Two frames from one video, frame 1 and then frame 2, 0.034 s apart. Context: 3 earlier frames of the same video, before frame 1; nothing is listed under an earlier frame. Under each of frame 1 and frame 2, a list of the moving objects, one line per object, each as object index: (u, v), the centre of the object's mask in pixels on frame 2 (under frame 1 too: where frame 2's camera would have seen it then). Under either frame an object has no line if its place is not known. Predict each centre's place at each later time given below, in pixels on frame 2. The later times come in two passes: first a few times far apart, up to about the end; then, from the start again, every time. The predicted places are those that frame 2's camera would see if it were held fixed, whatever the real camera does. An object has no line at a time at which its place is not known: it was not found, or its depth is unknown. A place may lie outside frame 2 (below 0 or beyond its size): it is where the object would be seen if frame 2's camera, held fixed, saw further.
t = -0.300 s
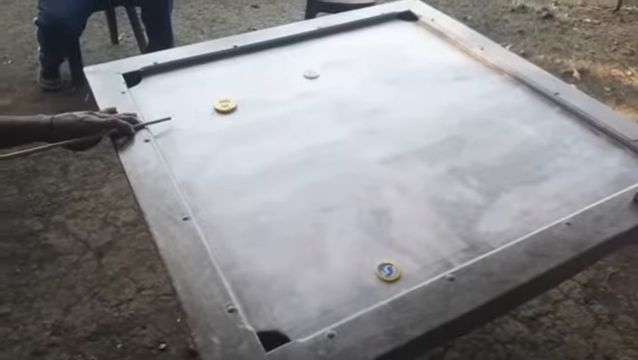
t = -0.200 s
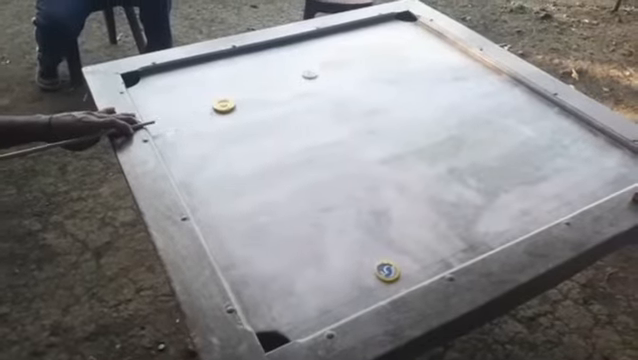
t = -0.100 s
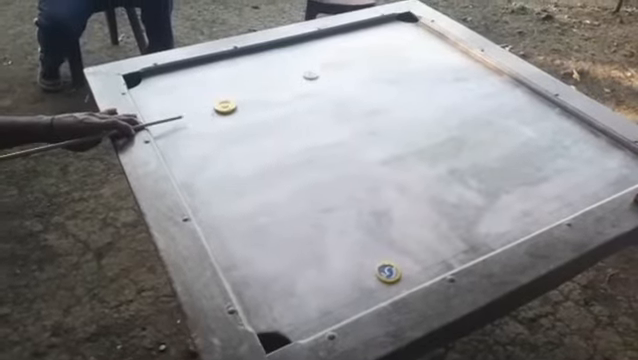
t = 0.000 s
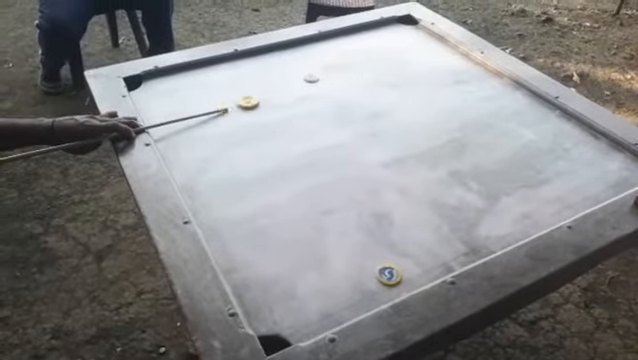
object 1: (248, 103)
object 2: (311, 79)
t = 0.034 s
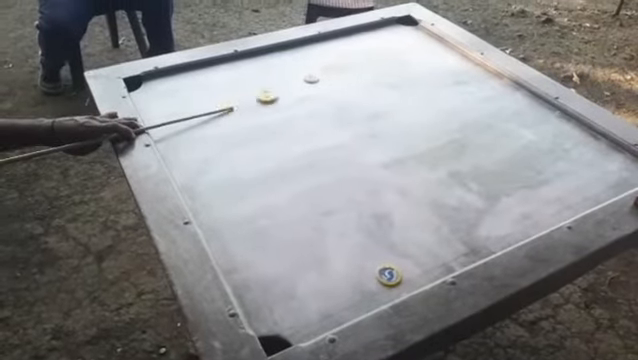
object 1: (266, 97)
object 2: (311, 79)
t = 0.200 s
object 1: (328, 80)
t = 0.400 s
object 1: (369, 71)
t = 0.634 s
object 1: (398, 65)
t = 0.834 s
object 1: (411, 61)
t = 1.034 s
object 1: (416, 59)
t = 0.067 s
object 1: (284, 91)
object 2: (311, 79)
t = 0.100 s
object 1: (300, 86)
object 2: (313, 78)
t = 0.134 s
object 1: (310, 84)
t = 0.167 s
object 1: (319, 82)
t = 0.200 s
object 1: (328, 80)
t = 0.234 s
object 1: (335, 79)
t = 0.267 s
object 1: (343, 77)
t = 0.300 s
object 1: (349, 75)
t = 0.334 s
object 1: (356, 74)
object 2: (406, 24)
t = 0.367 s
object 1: (363, 73)
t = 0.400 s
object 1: (369, 71)
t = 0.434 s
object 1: (374, 70)
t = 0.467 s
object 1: (379, 69)
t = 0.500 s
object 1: (384, 68)
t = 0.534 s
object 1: (389, 67)
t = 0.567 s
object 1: (393, 66)
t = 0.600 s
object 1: (396, 65)
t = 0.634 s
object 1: (398, 65)
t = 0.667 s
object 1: (401, 64)
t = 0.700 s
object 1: (403, 63)
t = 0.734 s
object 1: (406, 63)
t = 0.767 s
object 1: (408, 62)
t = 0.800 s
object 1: (409, 62)
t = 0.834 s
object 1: (411, 61)
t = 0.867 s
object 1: (413, 61)
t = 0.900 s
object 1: (415, 60)
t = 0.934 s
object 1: (415, 60)
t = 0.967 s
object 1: (416, 60)
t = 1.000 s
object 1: (416, 60)
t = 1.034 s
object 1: (416, 59)
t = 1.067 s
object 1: (417, 59)
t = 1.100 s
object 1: (418, 58)
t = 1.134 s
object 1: (417, 59)
